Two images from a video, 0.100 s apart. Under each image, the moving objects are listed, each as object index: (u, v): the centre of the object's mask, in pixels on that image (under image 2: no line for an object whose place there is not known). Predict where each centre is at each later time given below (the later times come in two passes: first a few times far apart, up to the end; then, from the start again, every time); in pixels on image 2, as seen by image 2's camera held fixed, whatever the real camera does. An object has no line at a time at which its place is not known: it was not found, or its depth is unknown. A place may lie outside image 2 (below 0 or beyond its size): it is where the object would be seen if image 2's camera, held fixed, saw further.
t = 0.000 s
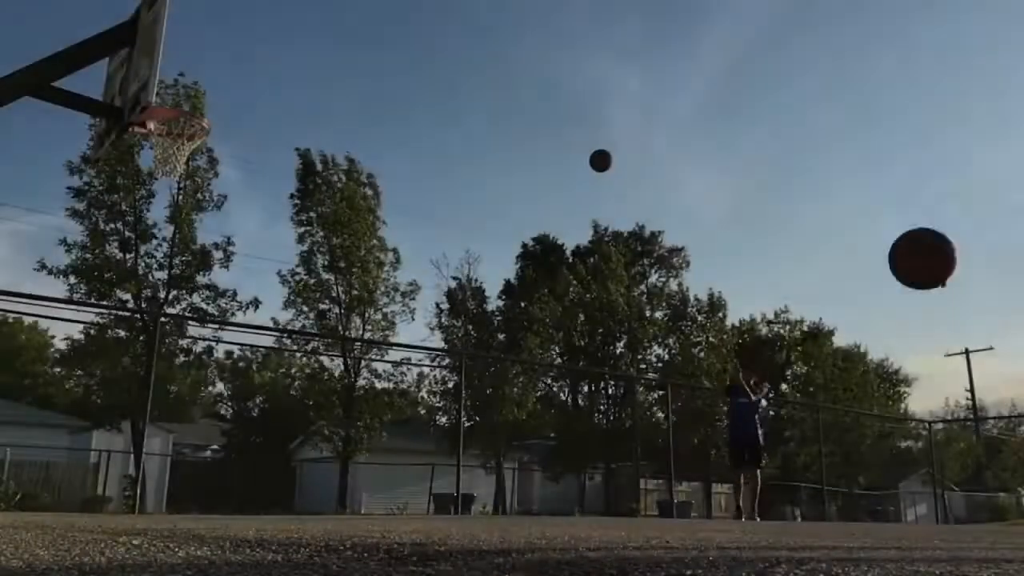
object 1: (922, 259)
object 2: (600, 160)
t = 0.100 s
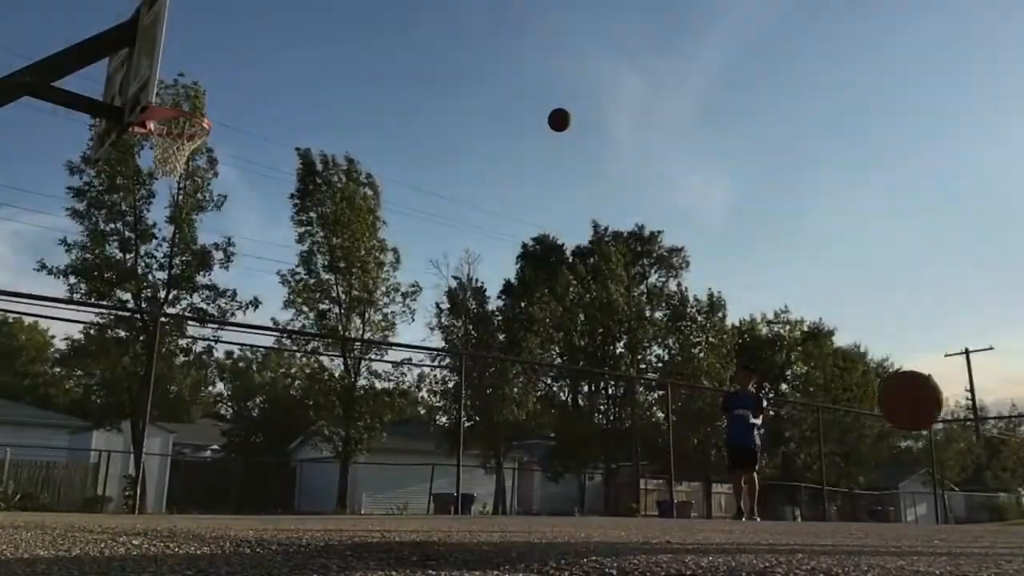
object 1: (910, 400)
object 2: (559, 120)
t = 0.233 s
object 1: (913, 432)
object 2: (500, 76)
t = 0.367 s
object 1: (936, 296)
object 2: (436, 46)
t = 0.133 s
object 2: (544, 108)
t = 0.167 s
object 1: (903, 505)
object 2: (530, 96)
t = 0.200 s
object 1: (911, 469)
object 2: (515, 86)
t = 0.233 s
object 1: (913, 432)
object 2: (500, 76)
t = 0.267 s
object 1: (918, 392)
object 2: (485, 67)
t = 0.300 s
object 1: (924, 357)
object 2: (469, 60)
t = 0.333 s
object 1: (930, 325)
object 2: (453, 52)
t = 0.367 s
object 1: (936, 296)
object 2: (436, 46)
